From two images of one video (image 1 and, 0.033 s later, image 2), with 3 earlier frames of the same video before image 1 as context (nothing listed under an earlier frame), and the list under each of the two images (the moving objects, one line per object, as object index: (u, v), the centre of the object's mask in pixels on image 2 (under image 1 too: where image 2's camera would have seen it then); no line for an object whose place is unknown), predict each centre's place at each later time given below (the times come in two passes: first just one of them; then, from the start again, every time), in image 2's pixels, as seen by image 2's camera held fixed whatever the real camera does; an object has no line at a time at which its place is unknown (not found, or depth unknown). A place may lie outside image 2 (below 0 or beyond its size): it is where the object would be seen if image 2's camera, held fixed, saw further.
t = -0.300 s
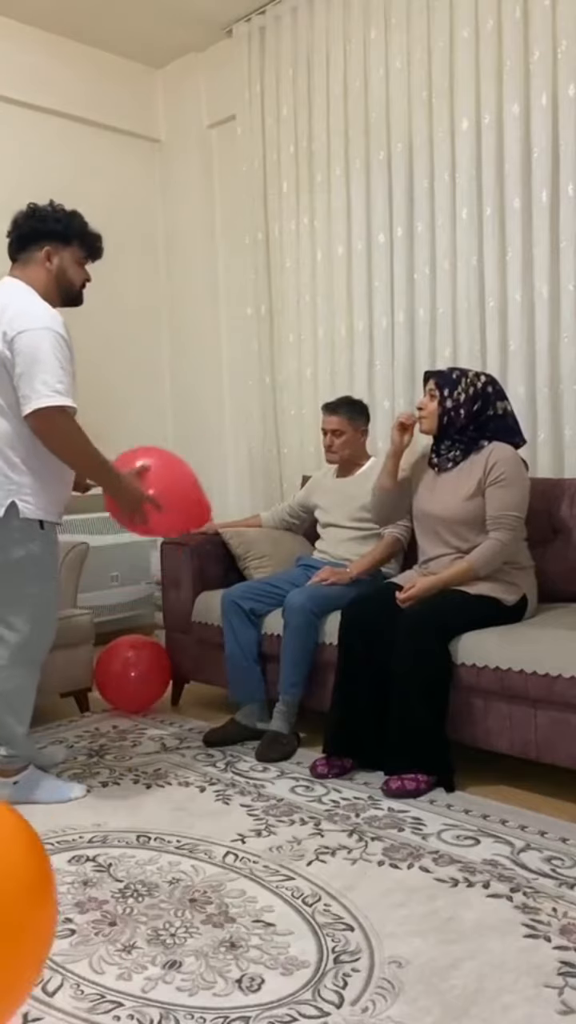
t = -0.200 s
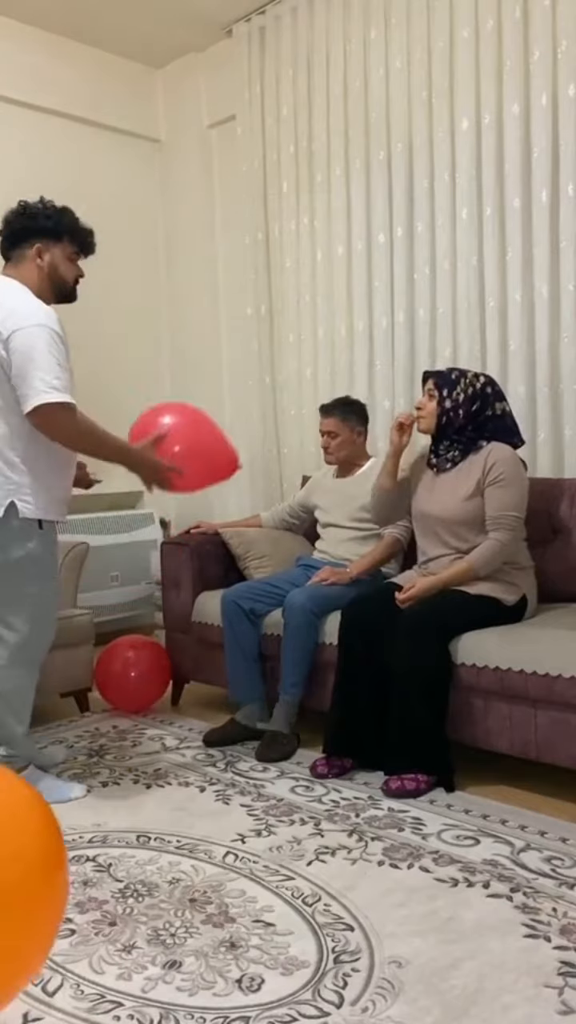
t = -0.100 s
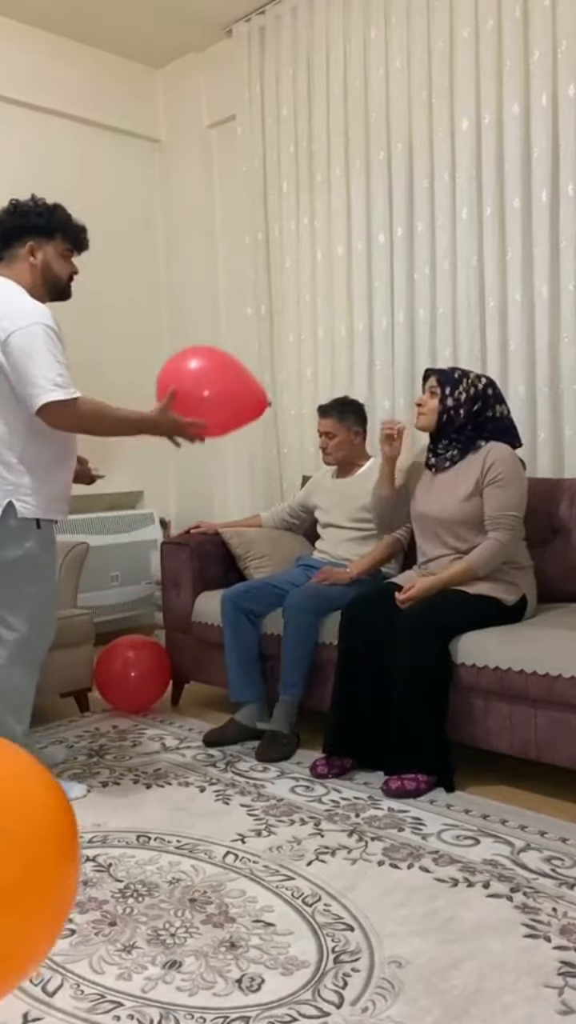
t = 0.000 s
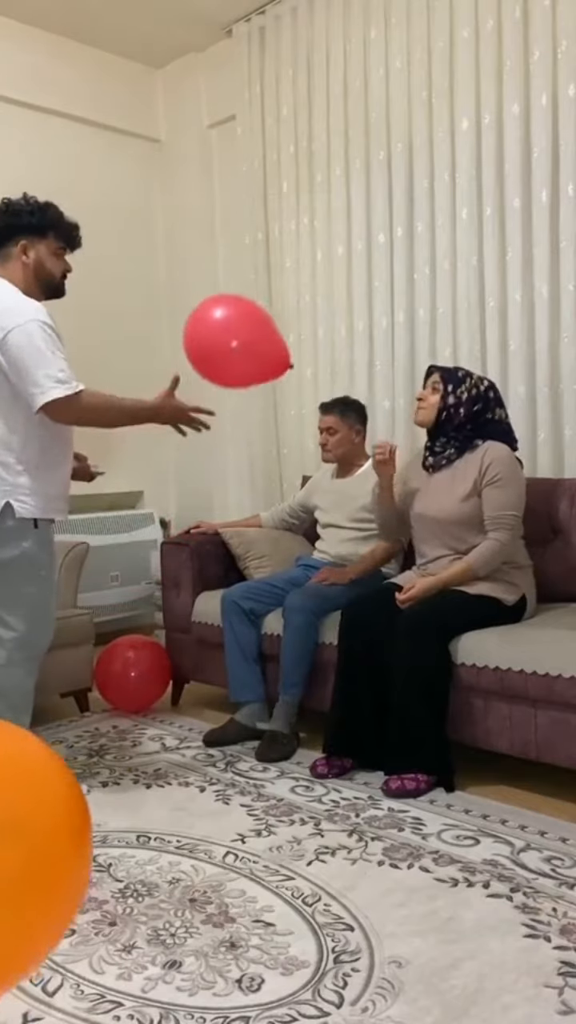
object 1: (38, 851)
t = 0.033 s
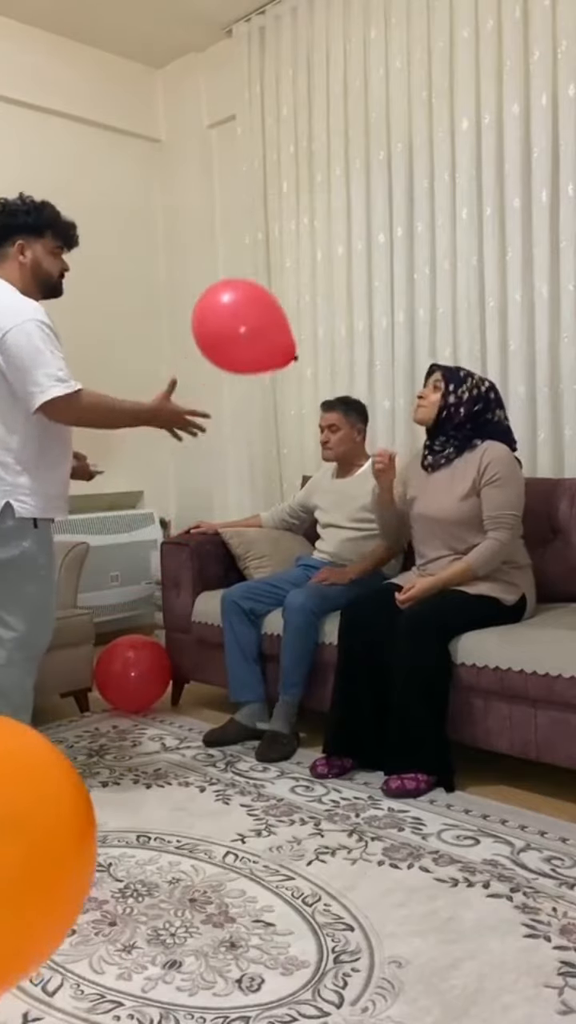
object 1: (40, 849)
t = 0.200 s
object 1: (49, 855)
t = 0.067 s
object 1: (42, 848)
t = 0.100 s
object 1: (43, 848)
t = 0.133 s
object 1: (45, 850)
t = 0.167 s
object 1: (47, 852)
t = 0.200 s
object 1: (49, 855)
